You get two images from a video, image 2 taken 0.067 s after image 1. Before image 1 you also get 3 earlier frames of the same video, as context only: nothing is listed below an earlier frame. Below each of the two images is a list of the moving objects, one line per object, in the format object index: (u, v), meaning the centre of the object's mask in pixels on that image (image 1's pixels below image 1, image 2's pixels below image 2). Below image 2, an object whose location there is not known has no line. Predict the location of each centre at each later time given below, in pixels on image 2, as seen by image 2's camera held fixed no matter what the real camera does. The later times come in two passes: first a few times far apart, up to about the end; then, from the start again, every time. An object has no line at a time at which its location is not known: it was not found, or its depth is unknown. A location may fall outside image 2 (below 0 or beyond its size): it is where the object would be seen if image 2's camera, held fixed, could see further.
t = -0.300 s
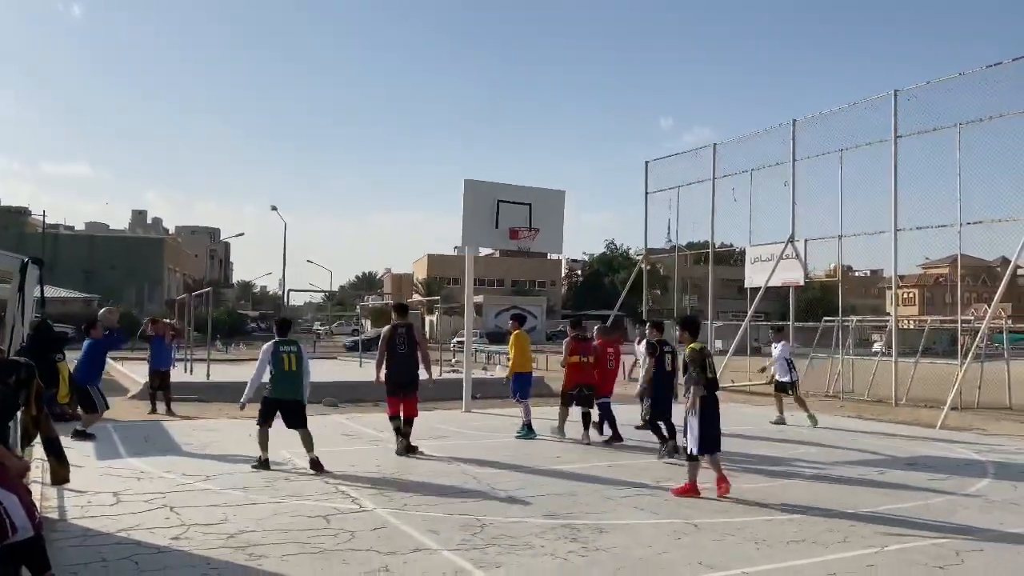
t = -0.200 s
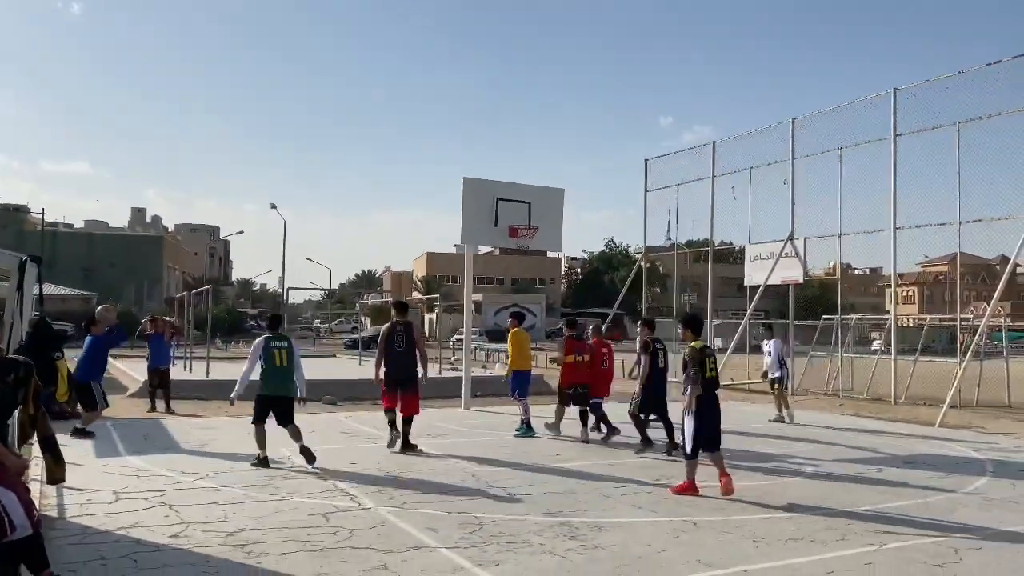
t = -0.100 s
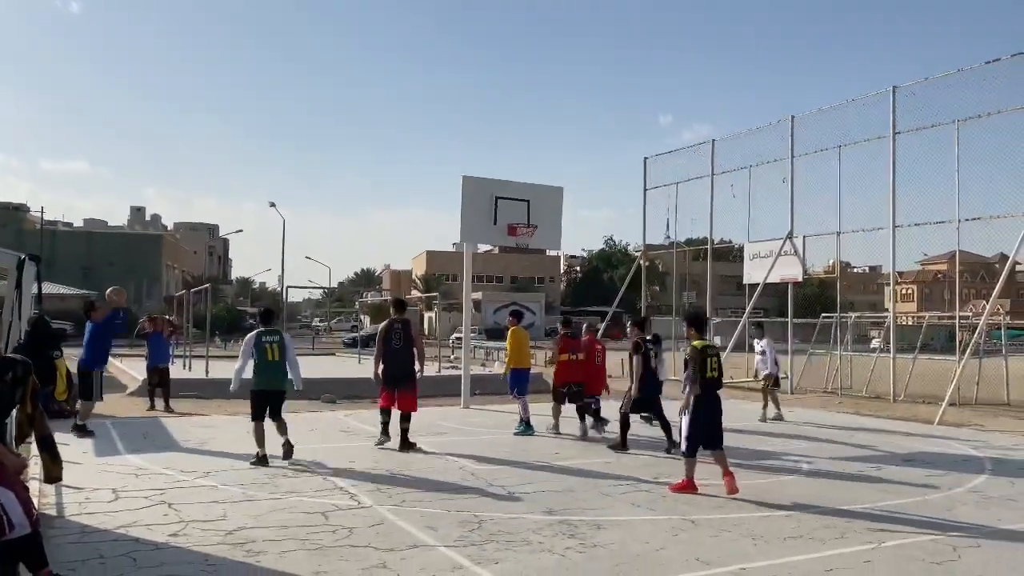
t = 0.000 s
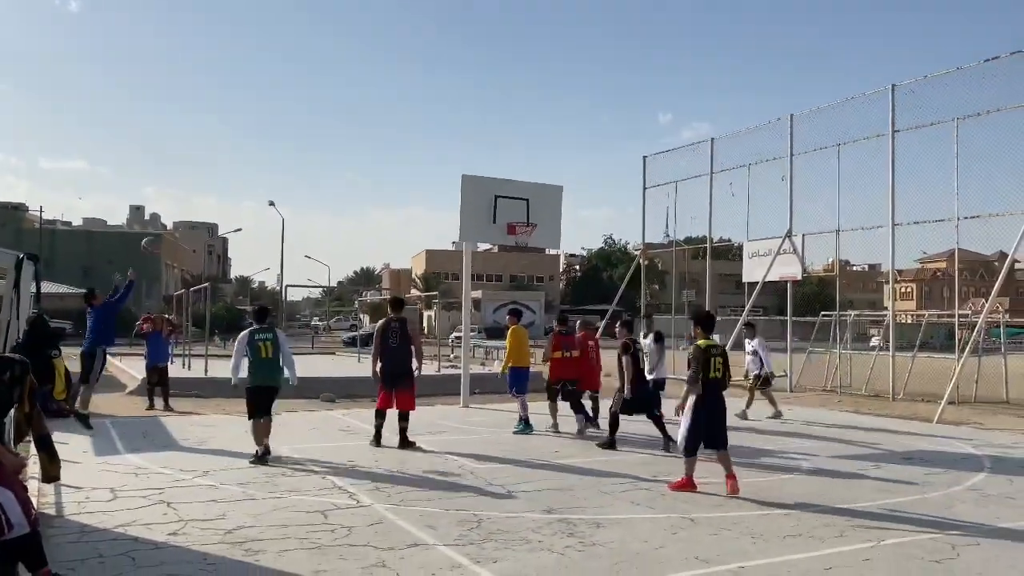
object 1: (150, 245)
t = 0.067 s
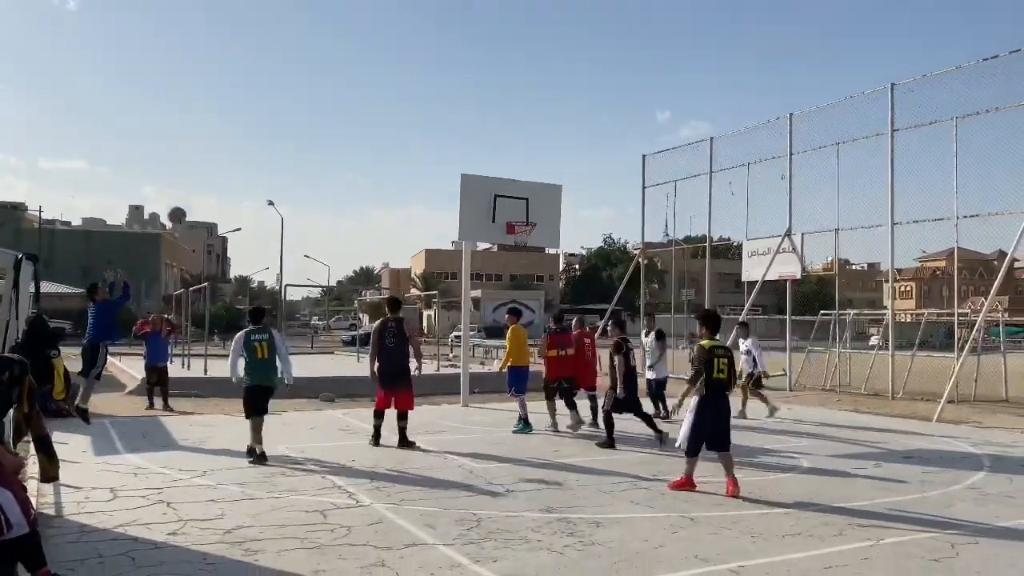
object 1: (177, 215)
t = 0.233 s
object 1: (240, 156)
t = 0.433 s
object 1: (310, 117)
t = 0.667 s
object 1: (385, 108)
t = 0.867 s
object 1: (444, 129)
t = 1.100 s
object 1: (506, 182)
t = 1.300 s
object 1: (538, 201)
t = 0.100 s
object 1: (189, 202)
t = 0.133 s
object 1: (202, 189)
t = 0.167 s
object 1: (215, 177)
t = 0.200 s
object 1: (227, 166)
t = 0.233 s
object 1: (240, 156)
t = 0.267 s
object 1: (252, 148)
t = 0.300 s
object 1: (263, 140)
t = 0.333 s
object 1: (275, 133)
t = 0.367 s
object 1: (287, 127)
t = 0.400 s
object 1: (298, 122)
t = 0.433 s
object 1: (310, 117)
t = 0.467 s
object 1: (321, 113)
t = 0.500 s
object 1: (332, 111)
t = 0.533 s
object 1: (343, 109)
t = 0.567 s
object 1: (354, 108)
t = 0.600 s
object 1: (364, 107)
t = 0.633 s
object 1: (375, 107)
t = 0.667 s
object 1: (385, 108)
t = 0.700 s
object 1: (395, 110)
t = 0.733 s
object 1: (405, 113)
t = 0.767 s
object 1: (415, 116)
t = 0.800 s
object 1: (425, 120)
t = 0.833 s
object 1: (435, 124)
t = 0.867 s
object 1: (444, 129)
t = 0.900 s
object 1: (453, 135)
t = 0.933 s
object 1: (463, 141)
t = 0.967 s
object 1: (472, 149)
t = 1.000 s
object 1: (481, 156)
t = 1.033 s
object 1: (490, 164)
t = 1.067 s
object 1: (499, 173)
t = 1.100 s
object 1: (506, 182)
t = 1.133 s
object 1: (515, 193)
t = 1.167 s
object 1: (522, 204)
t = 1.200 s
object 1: (532, 214)
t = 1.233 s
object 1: (533, 213)
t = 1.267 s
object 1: (536, 207)
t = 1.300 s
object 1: (538, 201)
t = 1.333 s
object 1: (540, 196)
